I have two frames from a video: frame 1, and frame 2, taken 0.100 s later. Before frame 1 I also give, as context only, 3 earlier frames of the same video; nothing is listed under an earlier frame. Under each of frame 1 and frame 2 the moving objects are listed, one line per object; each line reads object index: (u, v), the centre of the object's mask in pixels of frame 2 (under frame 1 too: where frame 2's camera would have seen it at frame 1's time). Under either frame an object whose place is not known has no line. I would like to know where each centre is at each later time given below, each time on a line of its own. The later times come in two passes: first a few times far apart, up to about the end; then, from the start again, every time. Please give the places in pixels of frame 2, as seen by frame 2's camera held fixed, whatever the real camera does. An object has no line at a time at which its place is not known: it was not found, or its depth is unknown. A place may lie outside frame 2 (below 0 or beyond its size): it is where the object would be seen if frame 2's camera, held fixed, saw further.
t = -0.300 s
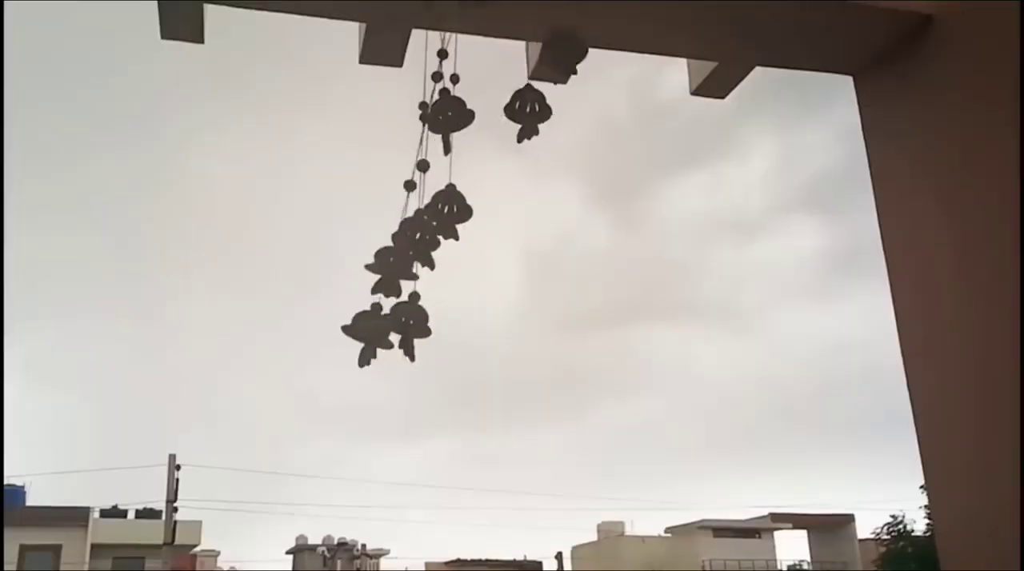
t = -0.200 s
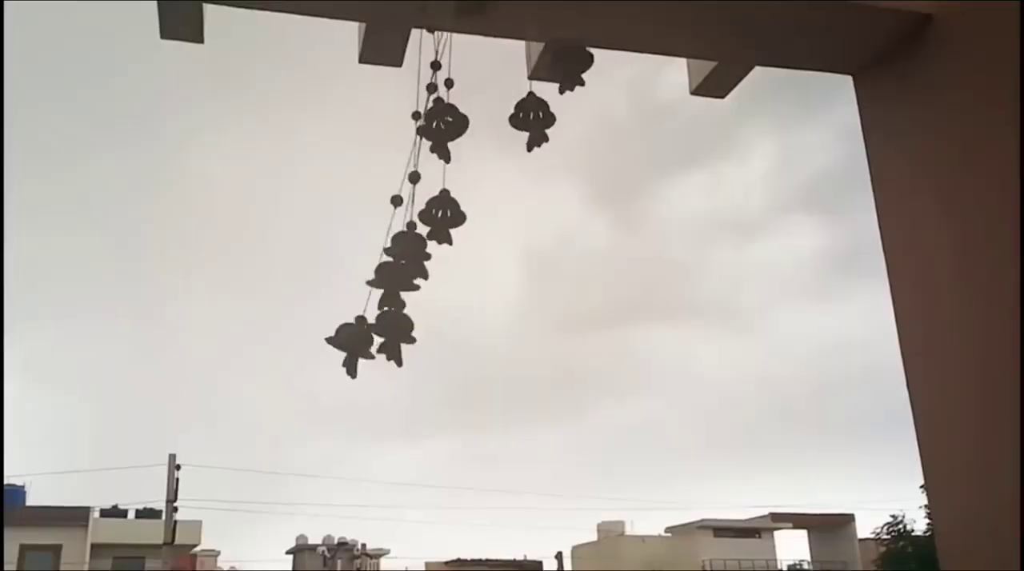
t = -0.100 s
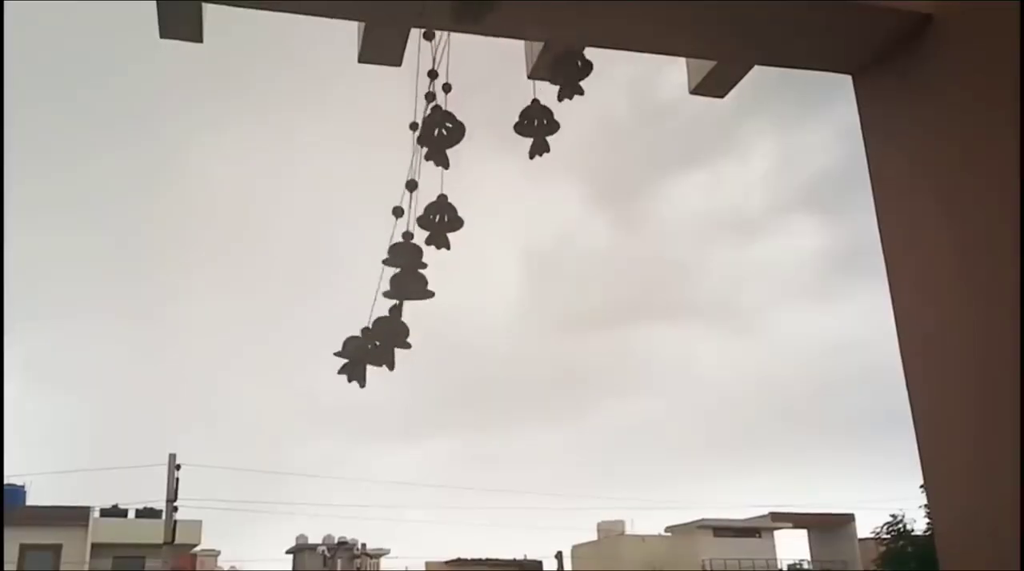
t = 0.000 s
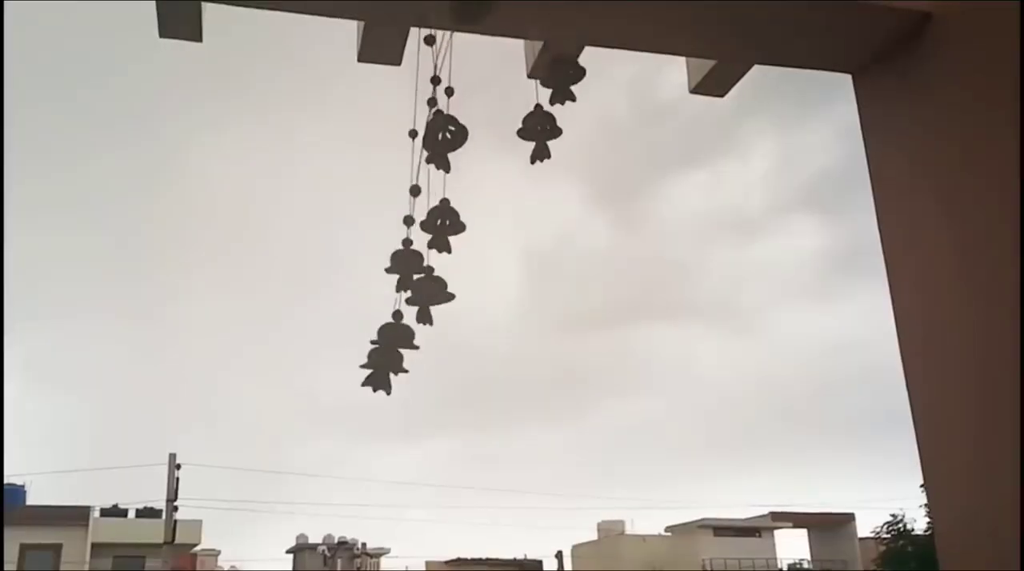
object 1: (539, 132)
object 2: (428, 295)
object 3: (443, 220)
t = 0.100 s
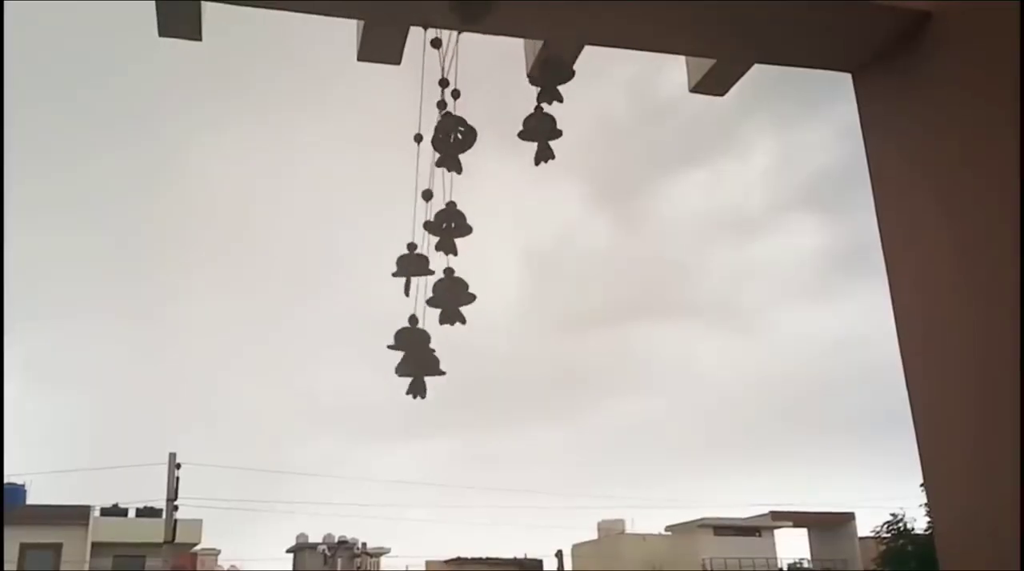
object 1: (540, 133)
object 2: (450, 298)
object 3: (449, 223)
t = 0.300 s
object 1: (541, 126)
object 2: (490, 290)
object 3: (476, 224)
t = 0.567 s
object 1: (547, 92)
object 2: (519, 262)
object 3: (520, 210)
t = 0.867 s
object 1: (559, 51)
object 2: (496, 247)
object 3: (544, 185)
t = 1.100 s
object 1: (560, 62)
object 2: (449, 243)
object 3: (539, 183)
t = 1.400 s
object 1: (540, 104)
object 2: (426, 274)
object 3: (515, 209)
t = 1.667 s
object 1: (536, 113)
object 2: (458, 297)
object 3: (495, 224)
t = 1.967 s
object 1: (553, 102)
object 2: (501, 295)
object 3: (487, 233)
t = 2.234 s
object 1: (564, 95)
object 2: (511, 274)
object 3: (496, 223)
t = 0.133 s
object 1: (540, 133)
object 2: (457, 298)
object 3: (453, 223)
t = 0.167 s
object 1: (541, 133)
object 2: (464, 297)
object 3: (457, 224)
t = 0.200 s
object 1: (541, 132)
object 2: (471, 296)
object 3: (461, 224)
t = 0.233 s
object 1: (540, 130)
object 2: (478, 295)
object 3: (465, 224)
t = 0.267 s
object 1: (541, 128)
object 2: (484, 292)
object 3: (470, 224)
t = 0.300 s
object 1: (541, 126)
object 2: (490, 290)
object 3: (476, 224)
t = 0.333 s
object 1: (541, 123)
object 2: (496, 286)
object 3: (481, 224)
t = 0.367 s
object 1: (542, 120)
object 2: (501, 282)
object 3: (487, 223)
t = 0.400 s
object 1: (542, 117)
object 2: (506, 278)
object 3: (493, 222)
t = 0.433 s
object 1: (543, 112)
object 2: (510, 275)
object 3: (499, 220)
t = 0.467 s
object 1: (544, 107)
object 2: (514, 271)
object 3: (505, 218)
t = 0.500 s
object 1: (544, 102)
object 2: (516, 269)
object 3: (510, 215)
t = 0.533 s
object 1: (545, 98)
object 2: (518, 265)
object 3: (515, 213)
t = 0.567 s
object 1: (547, 92)
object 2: (519, 262)
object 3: (520, 210)
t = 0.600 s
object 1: (548, 86)
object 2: (520, 259)
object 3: (524, 207)
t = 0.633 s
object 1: (549, 79)
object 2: (522, 256)
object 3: (528, 203)
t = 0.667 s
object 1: (551, 72)
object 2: (518, 255)
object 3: (531, 201)
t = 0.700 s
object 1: (553, 65)
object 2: (516, 251)
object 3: (534, 197)
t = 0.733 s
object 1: (554, 60)
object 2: (513, 249)
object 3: (536, 194)
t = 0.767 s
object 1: (554, 58)
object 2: (510, 251)
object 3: (539, 196)
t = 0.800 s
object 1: (557, 54)
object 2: (507, 248)
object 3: (541, 190)
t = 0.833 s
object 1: (558, 52)
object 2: (503, 246)
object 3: (543, 187)
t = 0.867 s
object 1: (559, 51)
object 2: (496, 247)
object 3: (544, 185)
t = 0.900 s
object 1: (560, 52)
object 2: (486, 242)
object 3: (544, 185)
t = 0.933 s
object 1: (561, 51)
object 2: (479, 240)
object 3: (544, 184)
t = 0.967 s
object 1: (561, 53)
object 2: (474, 238)
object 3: (544, 183)
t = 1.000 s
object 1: (561, 54)
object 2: (468, 238)
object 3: (543, 182)
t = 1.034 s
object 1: (562, 55)
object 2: (462, 240)
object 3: (542, 182)
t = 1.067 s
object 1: (560, 59)
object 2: (455, 242)
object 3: (540, 182)
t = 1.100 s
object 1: (560, 62)
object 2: (449, 243)
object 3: (539, 183)
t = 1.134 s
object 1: (559, 64)
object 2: (444, 246)
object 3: (537, 185)
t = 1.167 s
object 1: (556, 70)
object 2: (438, 249)
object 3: (534, 187)
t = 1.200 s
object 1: (554, 74)
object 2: (434, 253)
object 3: (532, 190)
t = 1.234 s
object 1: (551, 80)
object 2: (430, 257)
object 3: (530, 193)
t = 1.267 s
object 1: (548, 85)
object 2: (428, 259)
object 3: (527, 196)
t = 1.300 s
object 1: (546, 86)
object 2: (426, 263)
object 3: (524, 199)
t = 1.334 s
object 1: (544, 89)
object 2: (425, 267)
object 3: (521, 202)
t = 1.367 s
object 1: (542, 91)
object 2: (425, 271)
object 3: (518, 205)
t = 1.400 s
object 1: (540, 104)
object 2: (426, 274)
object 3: (515, 209)
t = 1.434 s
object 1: (538, 106)
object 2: (428, 278)
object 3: (512, 212)
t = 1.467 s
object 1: (537, 108)
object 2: (430, 286)
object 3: (509, 215)
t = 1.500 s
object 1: (536, 110)
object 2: (432, 290)
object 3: (506, 214)
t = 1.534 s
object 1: (535, 111)
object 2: (436, 286)
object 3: (503, 216)
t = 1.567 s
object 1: (535, 112)
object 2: (442, 289)
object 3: (501, 218)
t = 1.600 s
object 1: (535, 112)
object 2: (446, 292)
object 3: (498, 220)
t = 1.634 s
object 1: (536, 113)
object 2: (452, 295)
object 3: (497, 226)
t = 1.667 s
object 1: (536, 113)
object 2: (458, 297)
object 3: (495, 224)
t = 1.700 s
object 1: (537, 113)
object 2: (463, 304)
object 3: (493, 225)
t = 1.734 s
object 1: (539, 112)
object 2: (467, 303)
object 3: (492, 227)
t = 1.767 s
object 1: (540, 111)
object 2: (473, 301)
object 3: (491, 229)
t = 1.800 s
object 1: (542, 109)
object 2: (480, 301)
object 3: (490, 230)
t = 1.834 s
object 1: (544, 108)
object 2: (485, 301)
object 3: (489, 228)
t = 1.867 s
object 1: (546, 106)
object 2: (489, 300)
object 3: (487, 232)
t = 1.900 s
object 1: (548, 105)
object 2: (493, 298)
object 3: (487, 229)
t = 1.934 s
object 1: (551, 103)
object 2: (498, 296)
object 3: (487, 229)
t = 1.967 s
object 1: (553, 102)
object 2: (501, 295)
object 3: (487, 233)
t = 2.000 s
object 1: (555, 101)
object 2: (505, 293)
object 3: (487, 229)
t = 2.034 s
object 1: (557, 99)
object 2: (508, 291)
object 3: (488, 229)
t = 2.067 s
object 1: (559, 98)
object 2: (510, 288)
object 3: (489, 228)
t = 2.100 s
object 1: (561, 97)
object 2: (512, 286)
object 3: (491, 232)
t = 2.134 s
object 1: (562, 96)
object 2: (513, 282)
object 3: (492, 226)
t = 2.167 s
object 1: (563, 96)
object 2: (513, 280)
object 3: (493, 226)
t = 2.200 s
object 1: (564, 95)
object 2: (512, 278)
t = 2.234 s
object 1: (564, 95)
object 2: (511, 274)
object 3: (496, 223)
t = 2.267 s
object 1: (565, 95)
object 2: (507, 267)
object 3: (499, 220)
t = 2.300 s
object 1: (564, 95)
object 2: (505, 264)
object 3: (501, 218)
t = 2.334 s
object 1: (564, 96)
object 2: (503, 259)
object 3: (502, 214)
